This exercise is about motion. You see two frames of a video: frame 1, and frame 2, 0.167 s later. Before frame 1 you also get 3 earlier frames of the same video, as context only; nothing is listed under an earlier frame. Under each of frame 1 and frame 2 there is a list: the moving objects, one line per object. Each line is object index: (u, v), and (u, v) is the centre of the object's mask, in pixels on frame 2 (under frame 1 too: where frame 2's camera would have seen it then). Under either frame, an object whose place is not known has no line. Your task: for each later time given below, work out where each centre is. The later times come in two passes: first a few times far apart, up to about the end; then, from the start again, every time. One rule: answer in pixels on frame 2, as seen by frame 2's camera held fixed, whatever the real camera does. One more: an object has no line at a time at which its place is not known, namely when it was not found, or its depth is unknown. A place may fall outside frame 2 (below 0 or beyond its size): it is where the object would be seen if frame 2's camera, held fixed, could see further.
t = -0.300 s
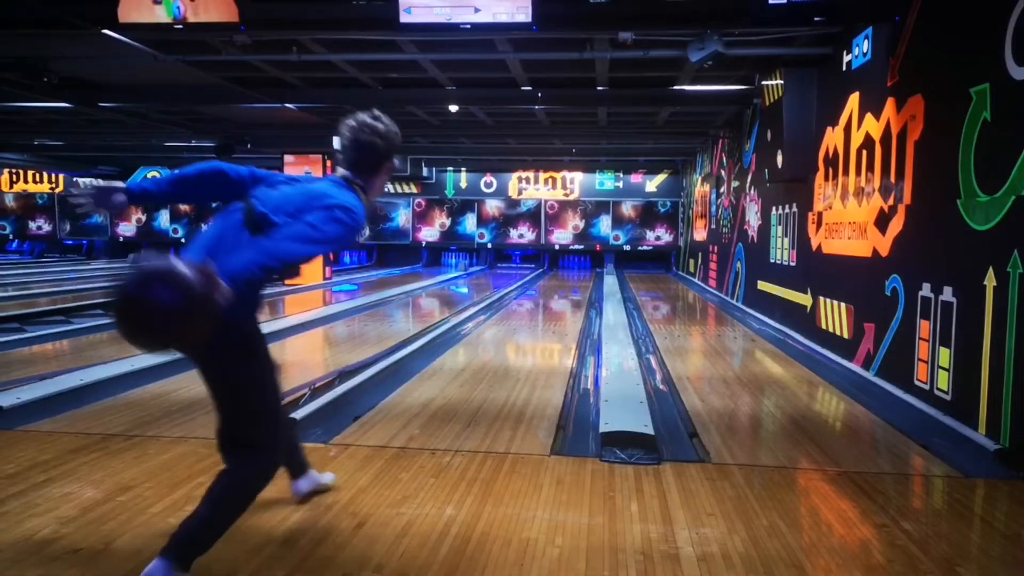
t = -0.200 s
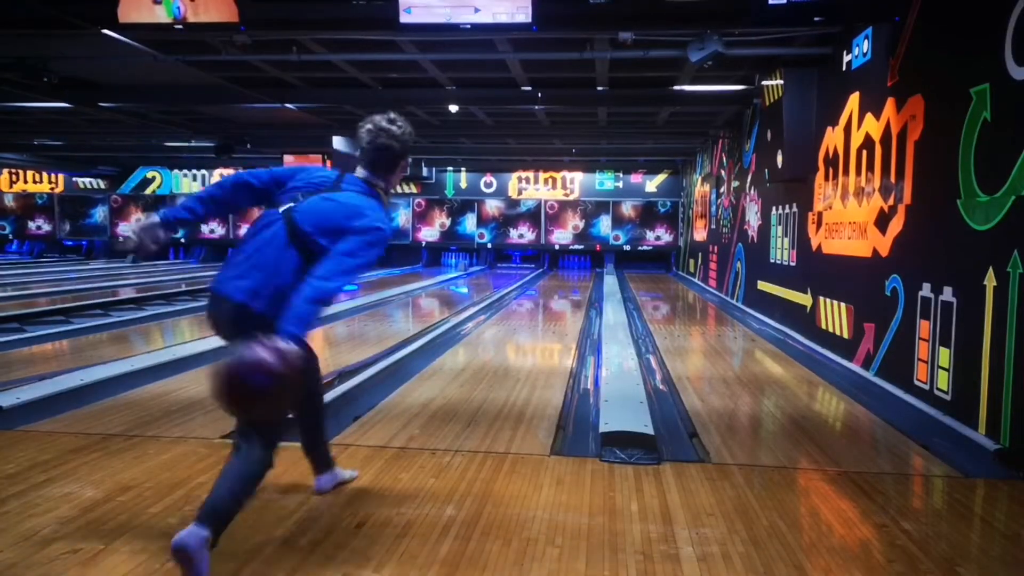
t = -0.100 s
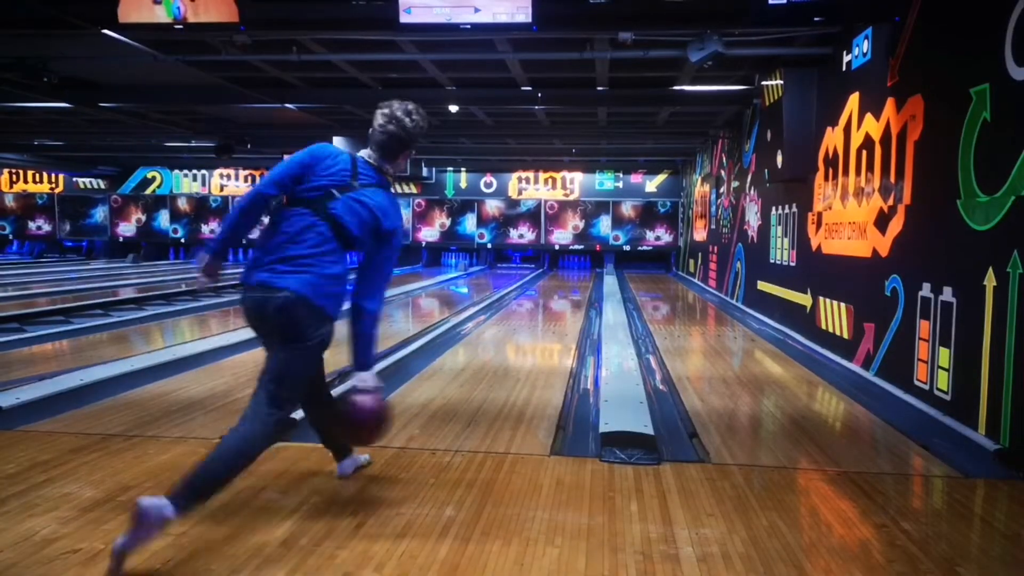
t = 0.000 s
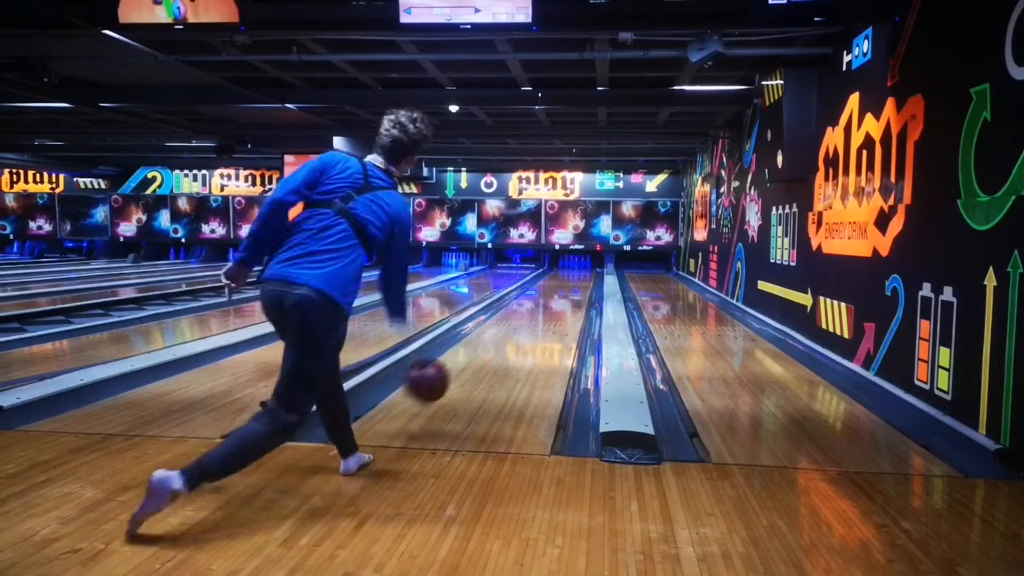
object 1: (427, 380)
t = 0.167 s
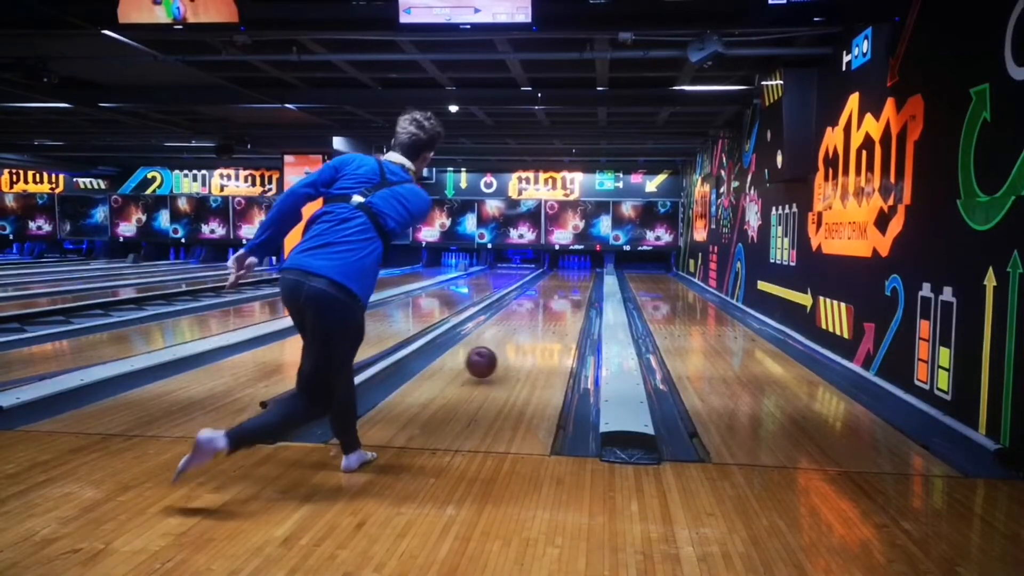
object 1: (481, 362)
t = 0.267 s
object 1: (500, 347)
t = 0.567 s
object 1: (534, 313)
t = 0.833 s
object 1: (550, 296)
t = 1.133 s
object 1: (560, 284)
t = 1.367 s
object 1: (566, 278)
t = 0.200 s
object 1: (488, 360)
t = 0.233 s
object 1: (495, 353)
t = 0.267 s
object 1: (500, 347)
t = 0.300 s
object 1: (506, 341)
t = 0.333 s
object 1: (511, 336)
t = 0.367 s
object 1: (515, 332)
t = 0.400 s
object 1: (519, 328)
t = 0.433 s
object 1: (522, 325)
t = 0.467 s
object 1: (526, 321)
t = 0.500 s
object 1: (529, 318)
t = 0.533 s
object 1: (531, 316)
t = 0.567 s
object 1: (534, 313)
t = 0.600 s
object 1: (537, 310)
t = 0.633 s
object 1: (539, 308)
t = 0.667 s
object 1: (541, 306)
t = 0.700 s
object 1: (543, 303)
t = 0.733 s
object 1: (545, 301)
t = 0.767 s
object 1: (547, 299)
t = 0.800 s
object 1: (548, 298)
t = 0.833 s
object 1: (550, 296)
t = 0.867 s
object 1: (551, 295)
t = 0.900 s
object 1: (552, 293)
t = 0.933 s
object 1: (554, 292)
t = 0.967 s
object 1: (555, 291)
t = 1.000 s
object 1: (556, 289)
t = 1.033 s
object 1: (557, 288)
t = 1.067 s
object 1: (558, 287)
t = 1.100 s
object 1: (559, 286)
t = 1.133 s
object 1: (560, 284)
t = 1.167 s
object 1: (561, 284)
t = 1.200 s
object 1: (562, 283)
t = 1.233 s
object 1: (562, 283)
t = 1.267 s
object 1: (564, 281)
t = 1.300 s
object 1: (564, 280)
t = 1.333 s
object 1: (565, 279)
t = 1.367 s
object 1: (566, 278)
